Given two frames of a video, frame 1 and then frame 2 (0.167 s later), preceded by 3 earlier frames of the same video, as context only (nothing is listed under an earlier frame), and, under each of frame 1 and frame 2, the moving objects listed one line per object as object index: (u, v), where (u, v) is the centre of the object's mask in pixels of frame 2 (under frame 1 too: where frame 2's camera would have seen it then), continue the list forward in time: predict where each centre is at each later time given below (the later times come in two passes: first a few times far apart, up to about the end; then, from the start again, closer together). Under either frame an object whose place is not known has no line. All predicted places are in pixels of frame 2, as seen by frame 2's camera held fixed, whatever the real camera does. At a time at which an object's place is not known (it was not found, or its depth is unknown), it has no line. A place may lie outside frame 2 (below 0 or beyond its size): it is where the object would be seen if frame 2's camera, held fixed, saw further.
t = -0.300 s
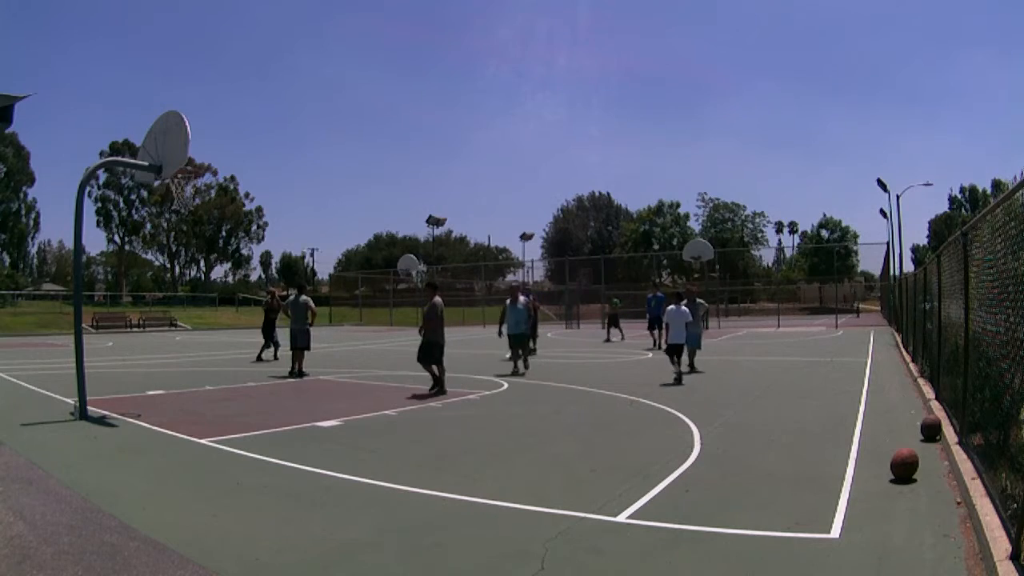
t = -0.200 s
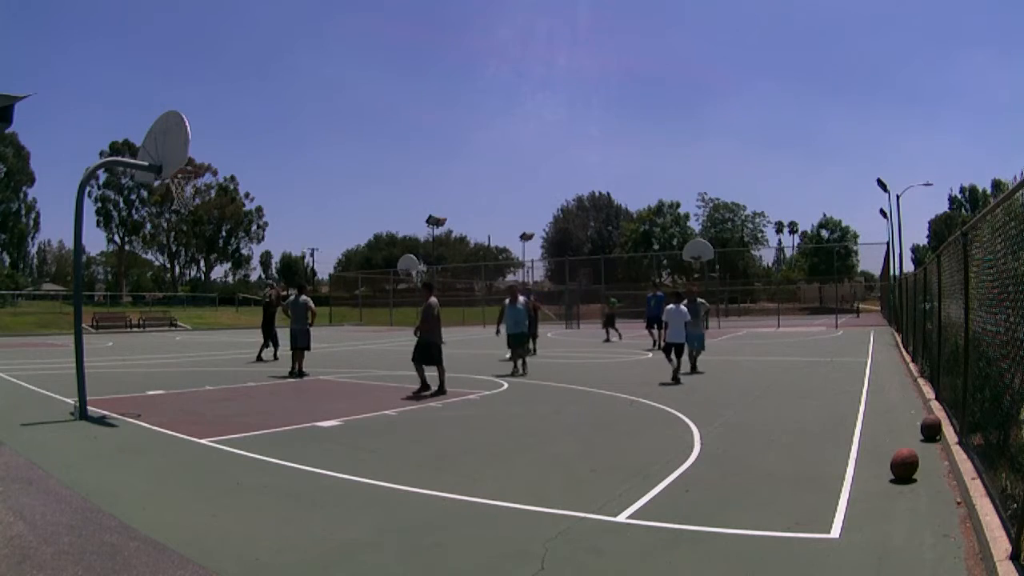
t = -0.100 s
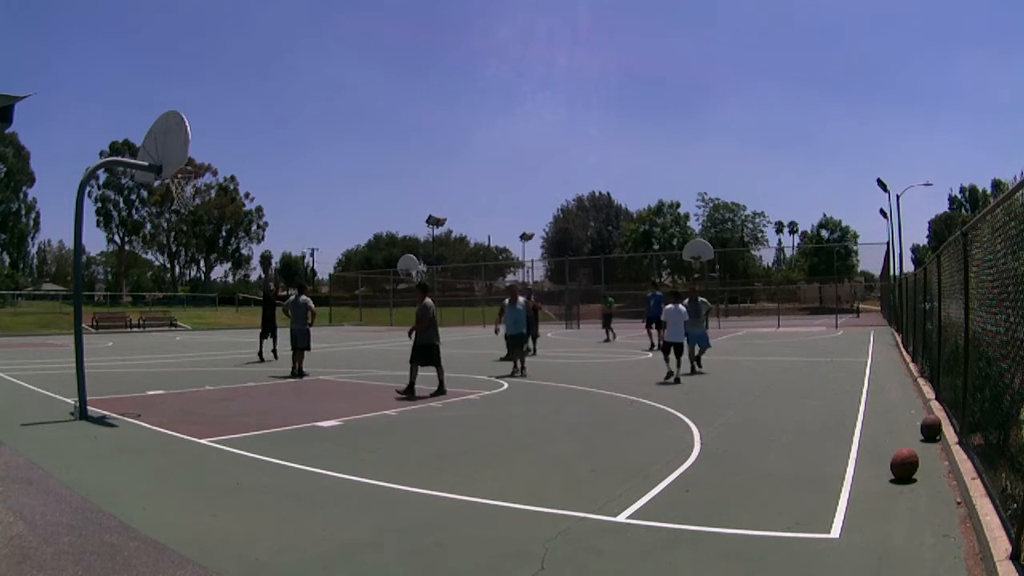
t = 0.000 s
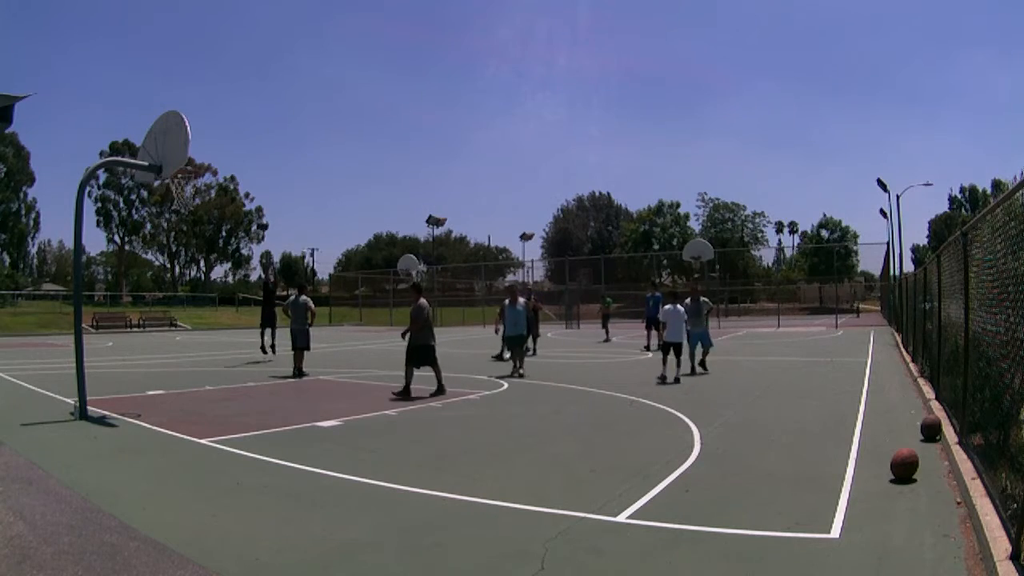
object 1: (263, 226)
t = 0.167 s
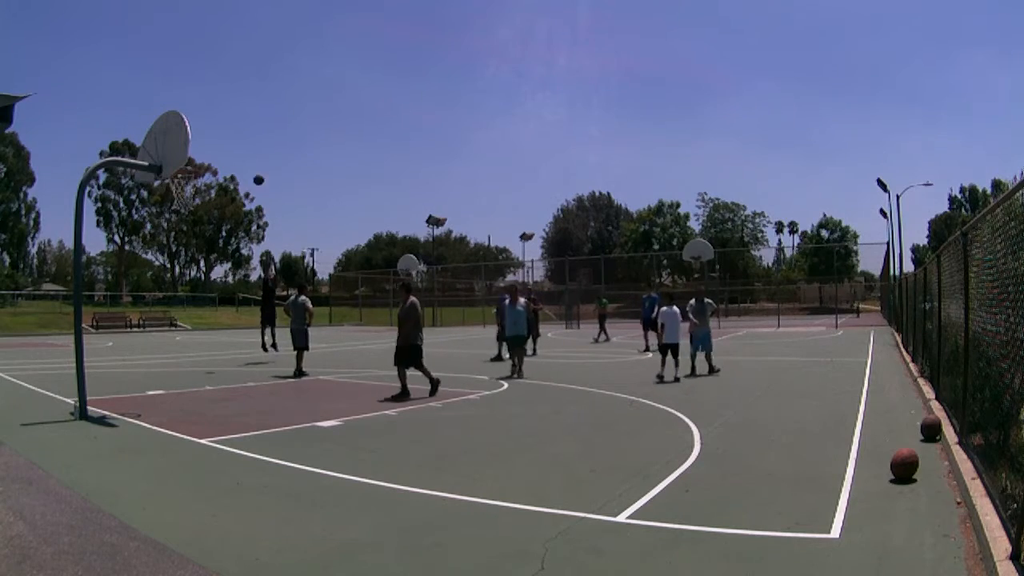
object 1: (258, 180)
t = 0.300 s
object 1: (255, 148)
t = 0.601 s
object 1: (244, 100)
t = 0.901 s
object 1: (228, 90)
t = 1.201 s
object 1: (200, 137)
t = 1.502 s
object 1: (145, 121)
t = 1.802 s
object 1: (91, 121)
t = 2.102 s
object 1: (43, 174)
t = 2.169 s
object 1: (34, 192)
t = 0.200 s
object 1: (257, 171)
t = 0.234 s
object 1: (256, 163)
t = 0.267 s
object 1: (255, 156)
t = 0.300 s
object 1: (255, 148)
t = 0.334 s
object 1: (253, 142)
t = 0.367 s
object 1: (252, 135)
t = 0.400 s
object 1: (251, 129)
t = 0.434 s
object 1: (250, 123)
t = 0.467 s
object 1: (249, 117)
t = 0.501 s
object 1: (248, 113)
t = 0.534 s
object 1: (246, 108)
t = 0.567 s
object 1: (245, 104)
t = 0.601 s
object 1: (244, 100)
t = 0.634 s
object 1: (242, 97)
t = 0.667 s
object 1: (241, 94)
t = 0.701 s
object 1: (239, 92)
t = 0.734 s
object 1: (238, 90)
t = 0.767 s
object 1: (236, 89)
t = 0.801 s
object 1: (234, 88)
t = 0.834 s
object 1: (232, 88)
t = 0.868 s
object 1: (230, 89)
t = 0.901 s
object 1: (228, 90)
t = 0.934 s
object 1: (225, 92)
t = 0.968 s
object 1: (223, 94)
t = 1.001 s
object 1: (220, 98)
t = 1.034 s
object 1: (217, 102)
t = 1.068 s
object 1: (214, 107)
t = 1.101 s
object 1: (210, 113)
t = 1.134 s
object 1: (207, 120)
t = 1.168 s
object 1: (204, 128)
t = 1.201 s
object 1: (200, 137)
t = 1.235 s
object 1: (197, 148)
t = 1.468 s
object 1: (148, 123)
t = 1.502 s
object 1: (145, 121)
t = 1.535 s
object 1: (139, 118)
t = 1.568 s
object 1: (133, 116)
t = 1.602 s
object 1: (127, 114)
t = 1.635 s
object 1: (120, 113)
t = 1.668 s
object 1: (114, 114)
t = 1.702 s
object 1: (109, 114)
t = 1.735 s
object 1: (103, 116)
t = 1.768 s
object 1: (97, 118)
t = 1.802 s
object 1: (91, 121)
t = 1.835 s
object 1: (86, 124)
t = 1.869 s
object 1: (80, 129)
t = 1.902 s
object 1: (75, 133)
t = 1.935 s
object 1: (69, 138)
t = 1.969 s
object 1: (64, 144)
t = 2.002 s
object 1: (59, 150)
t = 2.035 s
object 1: (54, 158)
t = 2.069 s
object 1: (48, 165)
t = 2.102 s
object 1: (43, 174)
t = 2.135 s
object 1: (39, 182)
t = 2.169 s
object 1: (34, 192)
